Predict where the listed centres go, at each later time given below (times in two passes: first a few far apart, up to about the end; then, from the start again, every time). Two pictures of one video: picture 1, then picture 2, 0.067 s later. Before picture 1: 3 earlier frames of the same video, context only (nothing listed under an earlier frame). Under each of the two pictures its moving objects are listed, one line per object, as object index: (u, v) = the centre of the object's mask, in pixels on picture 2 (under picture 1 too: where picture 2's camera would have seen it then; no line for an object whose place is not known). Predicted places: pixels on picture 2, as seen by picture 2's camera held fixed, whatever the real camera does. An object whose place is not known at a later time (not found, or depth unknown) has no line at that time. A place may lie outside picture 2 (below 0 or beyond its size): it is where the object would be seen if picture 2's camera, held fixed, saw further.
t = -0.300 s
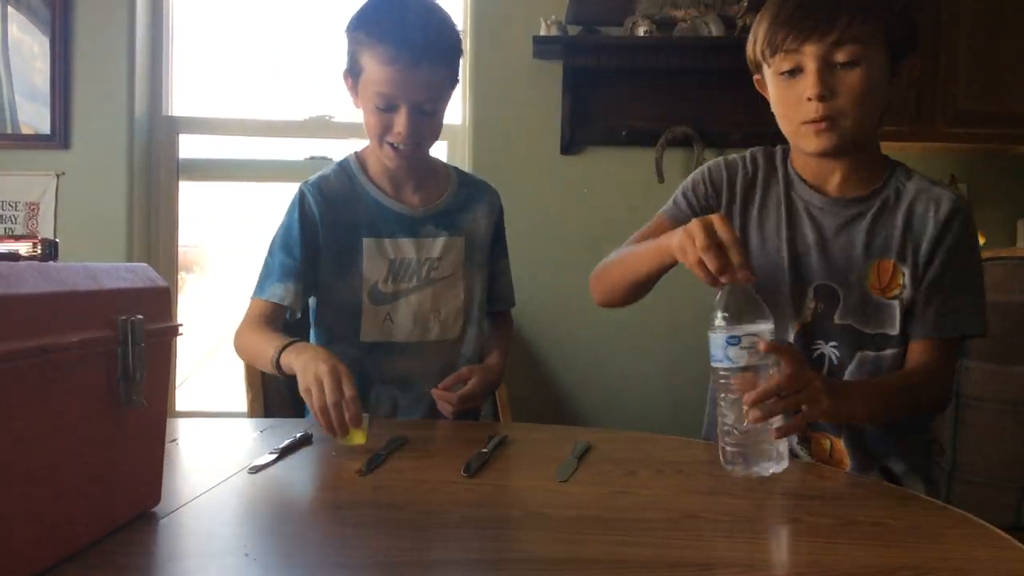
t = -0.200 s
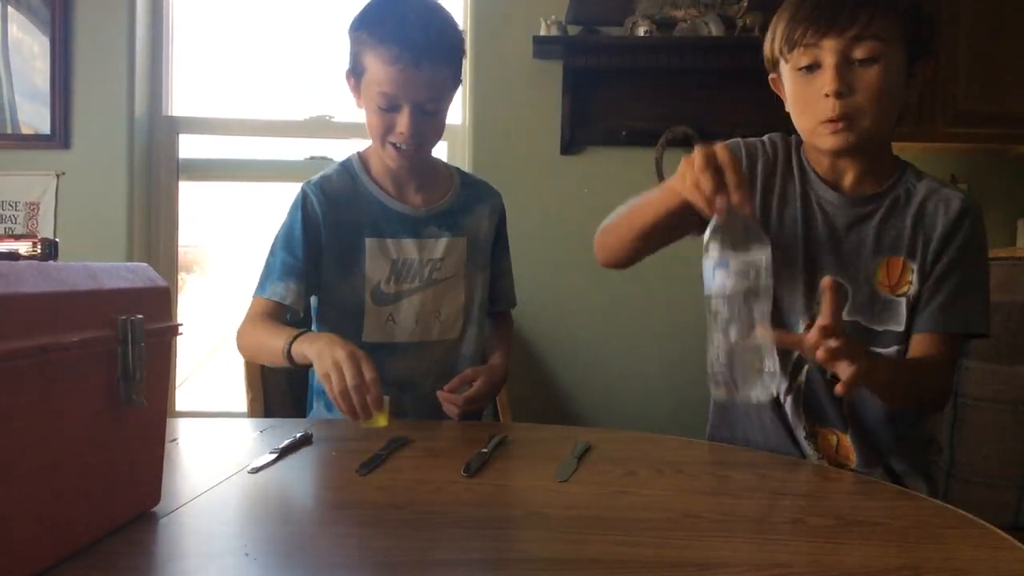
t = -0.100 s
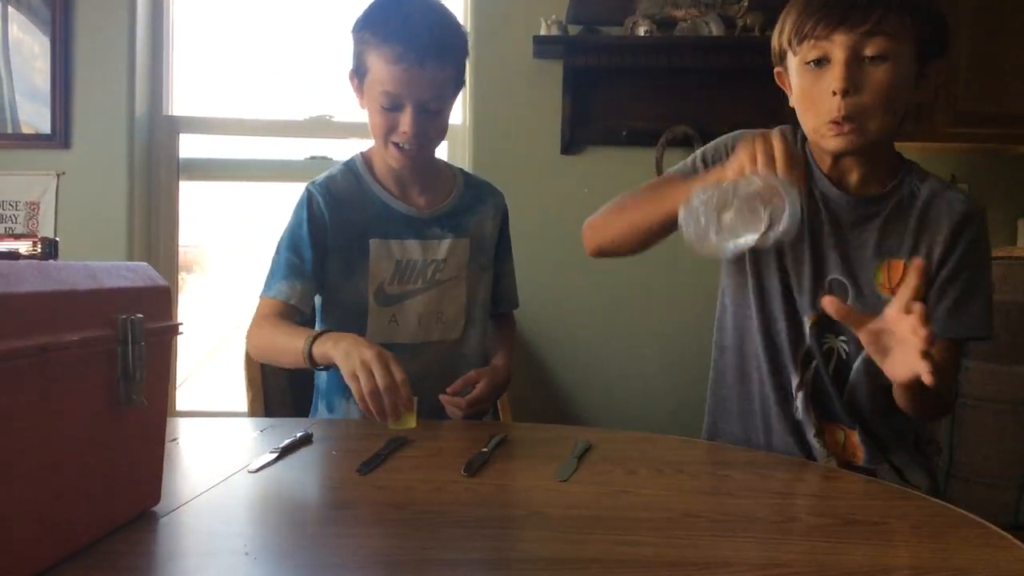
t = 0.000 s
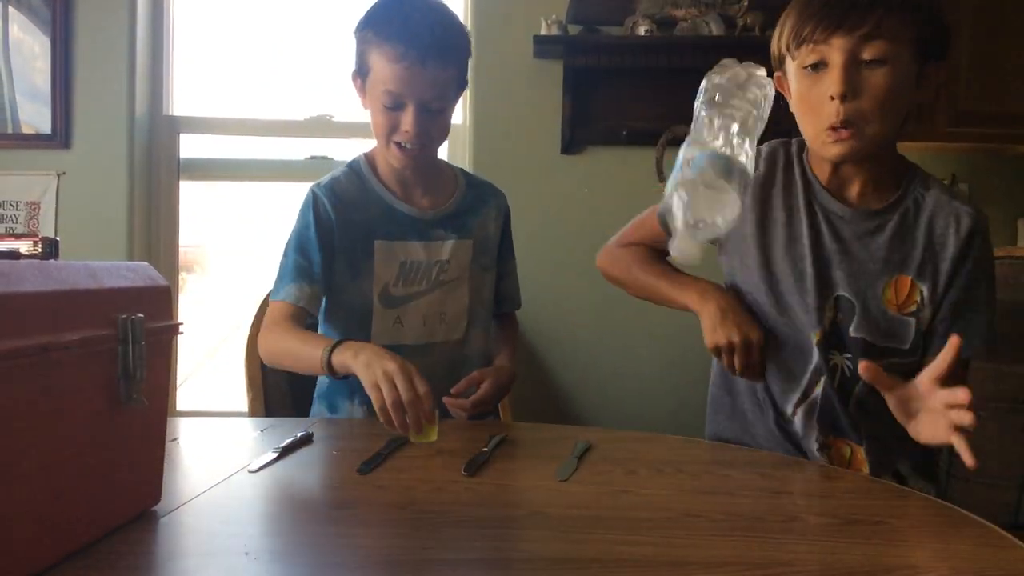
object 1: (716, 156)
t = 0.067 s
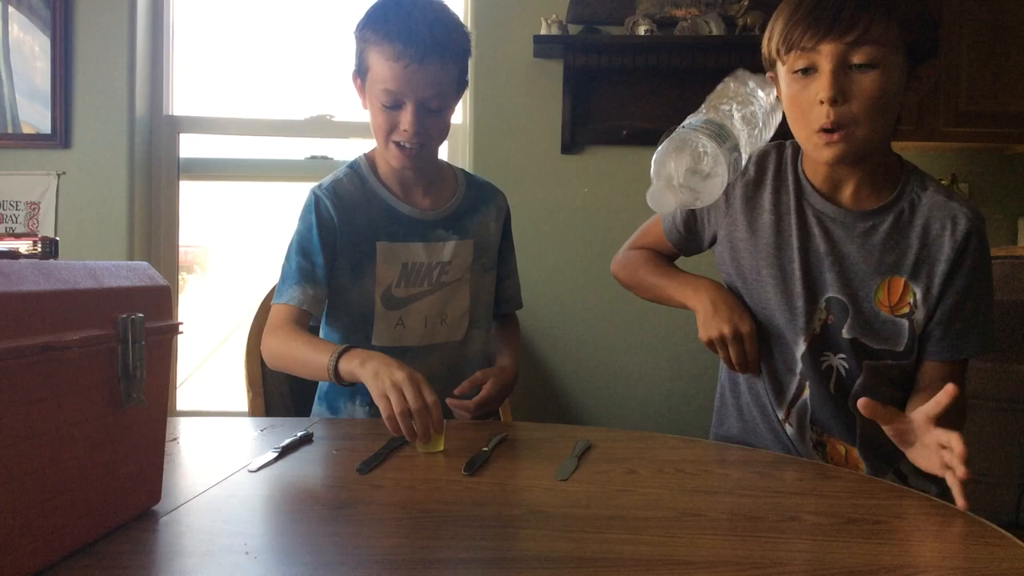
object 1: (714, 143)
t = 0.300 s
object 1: (686, 500)
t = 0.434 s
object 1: (679, 499)
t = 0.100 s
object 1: (712, 161)
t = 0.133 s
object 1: (710, 192)
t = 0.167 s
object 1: (706, 238)
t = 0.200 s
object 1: (704, 303)
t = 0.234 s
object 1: (700, 381)
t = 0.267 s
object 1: (690, 448)
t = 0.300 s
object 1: (686, 500)
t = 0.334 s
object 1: (680, 498)
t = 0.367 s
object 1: (678, 498)
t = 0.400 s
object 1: (678, 498)
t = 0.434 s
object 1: (679, 499)
